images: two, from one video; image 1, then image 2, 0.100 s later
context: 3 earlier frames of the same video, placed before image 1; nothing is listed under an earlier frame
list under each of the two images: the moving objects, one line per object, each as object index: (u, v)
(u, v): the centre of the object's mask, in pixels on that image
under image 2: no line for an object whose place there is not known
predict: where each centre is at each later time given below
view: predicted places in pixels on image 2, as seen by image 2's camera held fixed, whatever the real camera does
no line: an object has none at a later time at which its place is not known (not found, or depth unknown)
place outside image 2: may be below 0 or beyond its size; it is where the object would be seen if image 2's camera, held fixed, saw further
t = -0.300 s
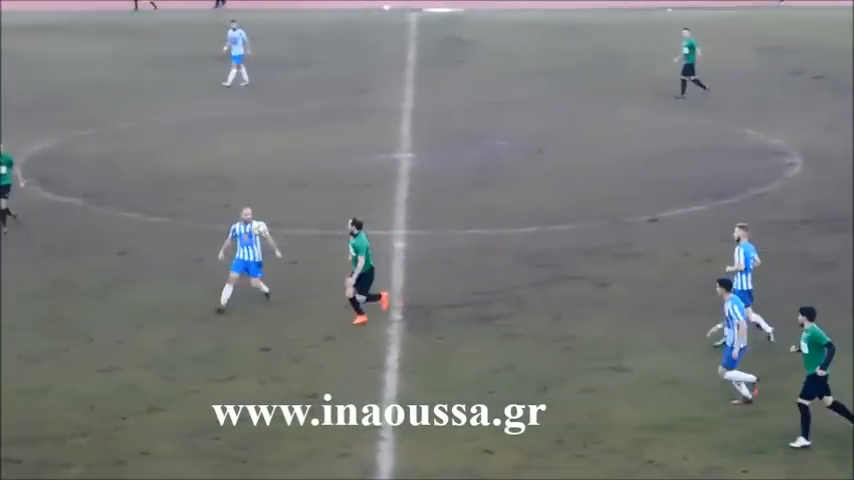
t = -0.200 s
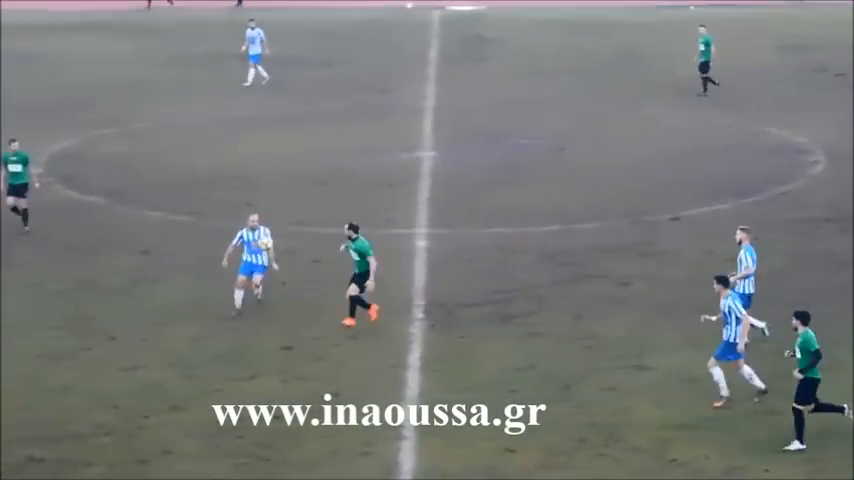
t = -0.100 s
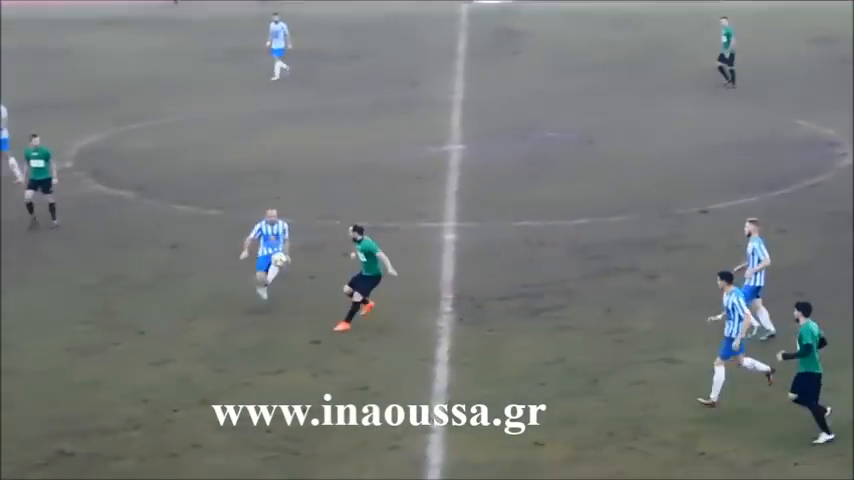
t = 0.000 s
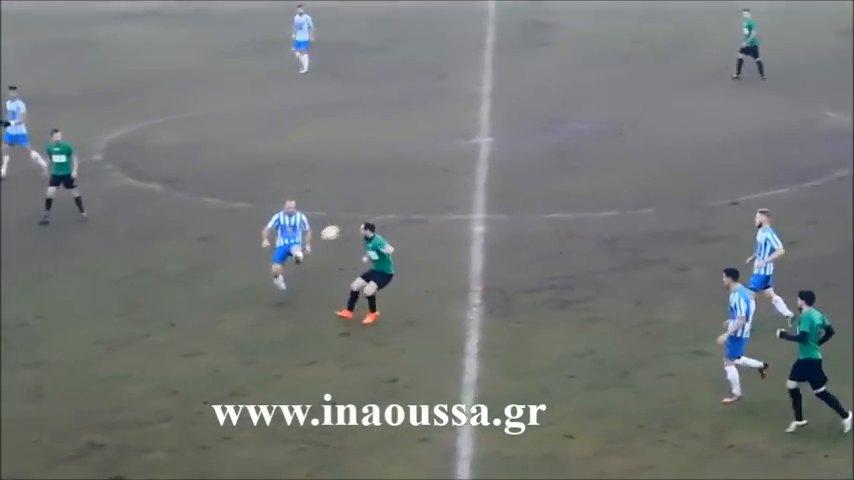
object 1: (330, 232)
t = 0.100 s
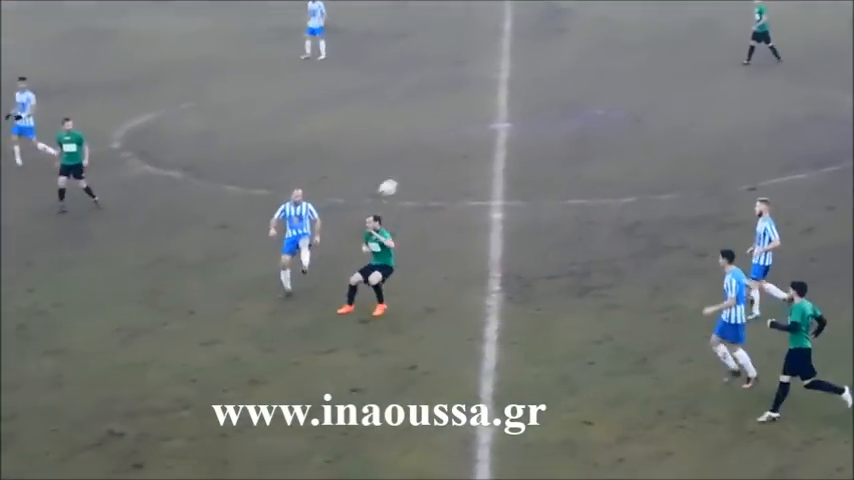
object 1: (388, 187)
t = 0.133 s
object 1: (400, 178)
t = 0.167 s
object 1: (415, 169)
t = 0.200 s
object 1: (430, 160)
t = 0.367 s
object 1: (497, 137)
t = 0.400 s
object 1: (510, 133)
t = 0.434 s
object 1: (522, 132)
